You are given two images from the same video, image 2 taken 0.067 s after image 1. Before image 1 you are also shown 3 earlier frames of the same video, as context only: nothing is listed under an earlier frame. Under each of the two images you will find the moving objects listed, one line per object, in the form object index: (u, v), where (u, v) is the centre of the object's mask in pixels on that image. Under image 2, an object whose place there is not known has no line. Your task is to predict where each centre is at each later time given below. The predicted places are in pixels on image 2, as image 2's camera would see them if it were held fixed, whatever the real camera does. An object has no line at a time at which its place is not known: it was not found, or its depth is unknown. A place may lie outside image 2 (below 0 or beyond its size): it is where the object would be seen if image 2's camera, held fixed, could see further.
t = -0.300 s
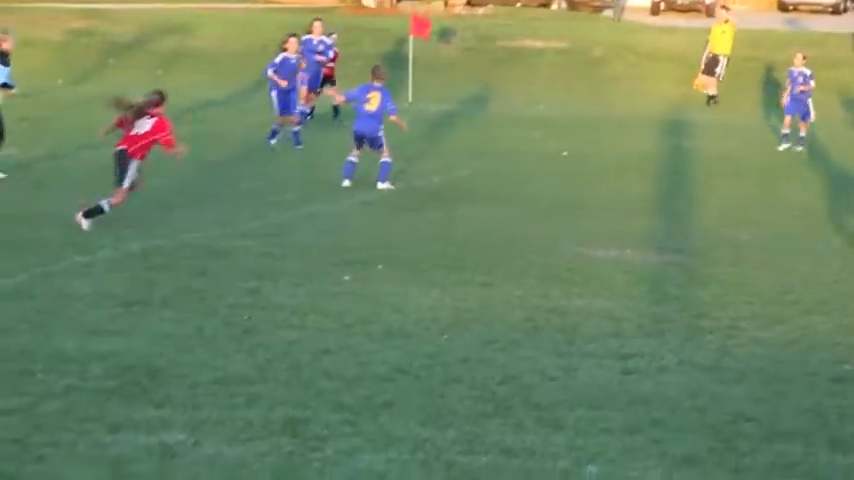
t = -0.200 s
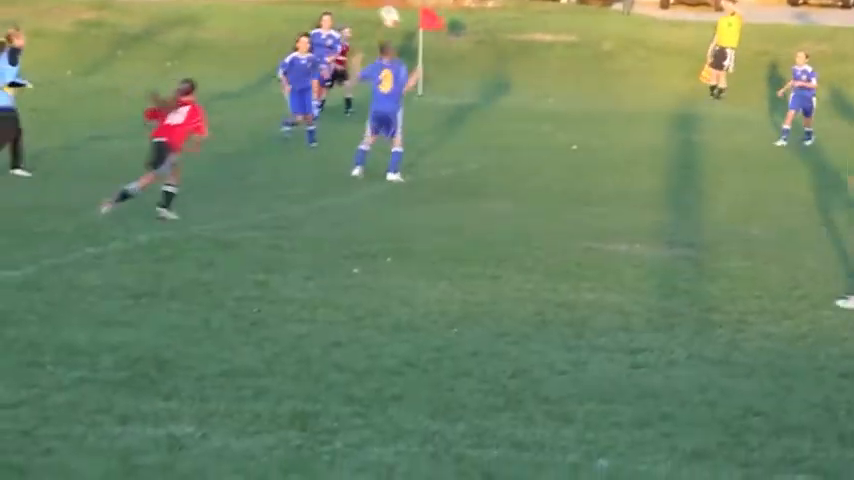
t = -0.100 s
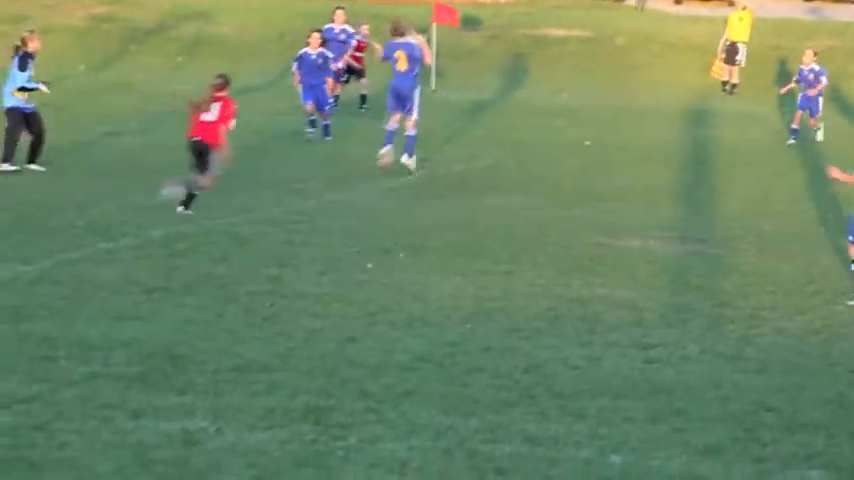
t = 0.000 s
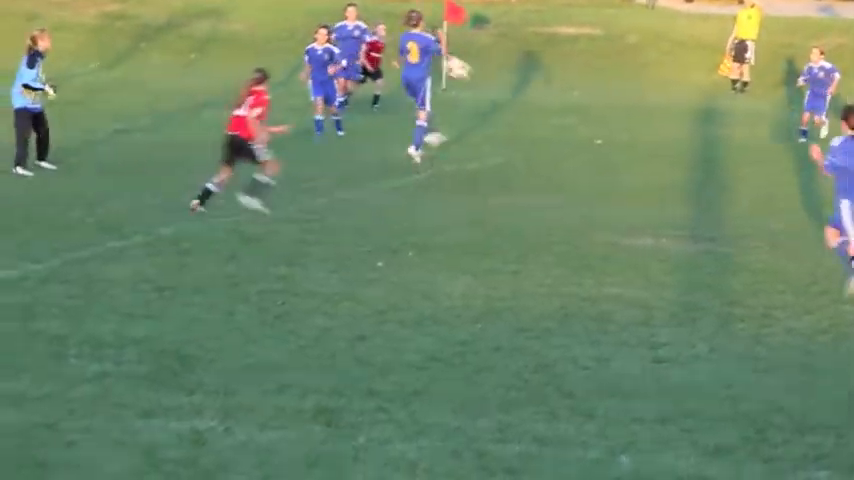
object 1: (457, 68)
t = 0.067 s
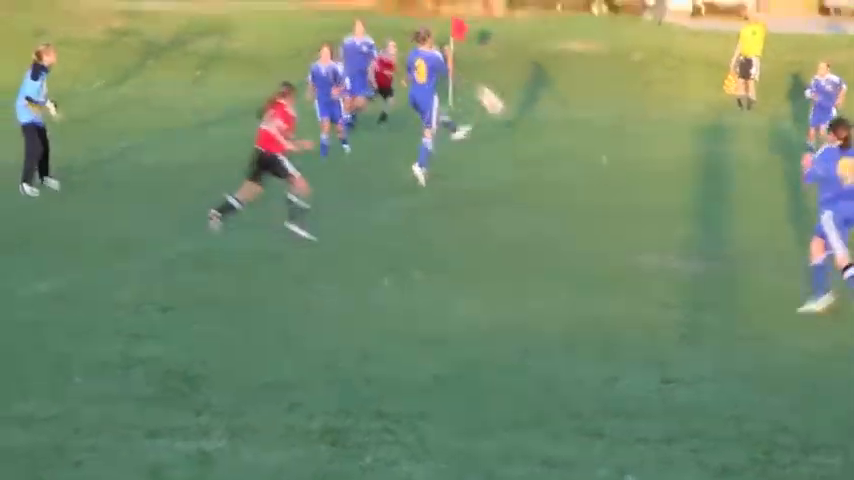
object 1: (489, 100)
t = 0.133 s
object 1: (518, 116)
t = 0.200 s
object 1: (546, 146)
